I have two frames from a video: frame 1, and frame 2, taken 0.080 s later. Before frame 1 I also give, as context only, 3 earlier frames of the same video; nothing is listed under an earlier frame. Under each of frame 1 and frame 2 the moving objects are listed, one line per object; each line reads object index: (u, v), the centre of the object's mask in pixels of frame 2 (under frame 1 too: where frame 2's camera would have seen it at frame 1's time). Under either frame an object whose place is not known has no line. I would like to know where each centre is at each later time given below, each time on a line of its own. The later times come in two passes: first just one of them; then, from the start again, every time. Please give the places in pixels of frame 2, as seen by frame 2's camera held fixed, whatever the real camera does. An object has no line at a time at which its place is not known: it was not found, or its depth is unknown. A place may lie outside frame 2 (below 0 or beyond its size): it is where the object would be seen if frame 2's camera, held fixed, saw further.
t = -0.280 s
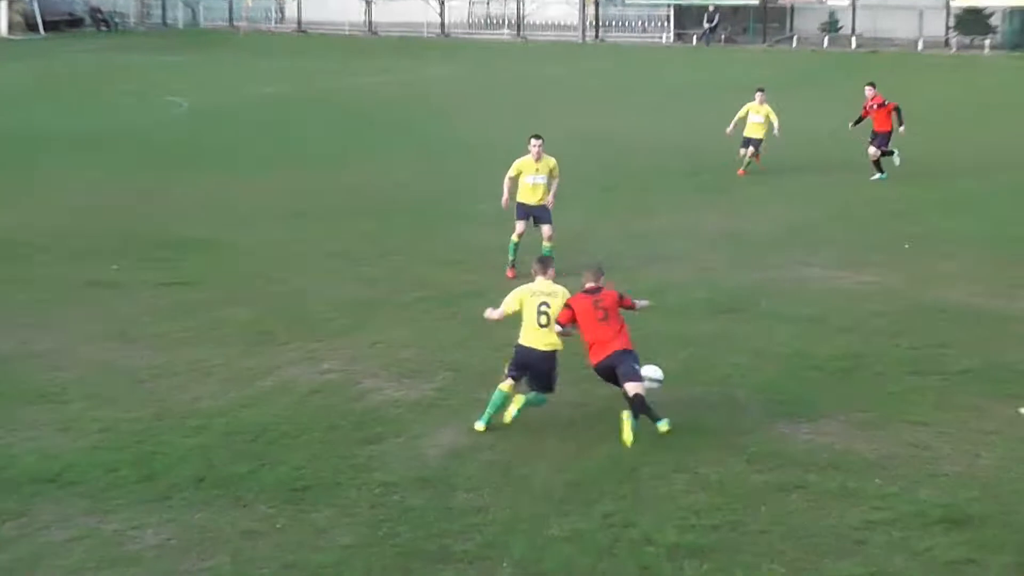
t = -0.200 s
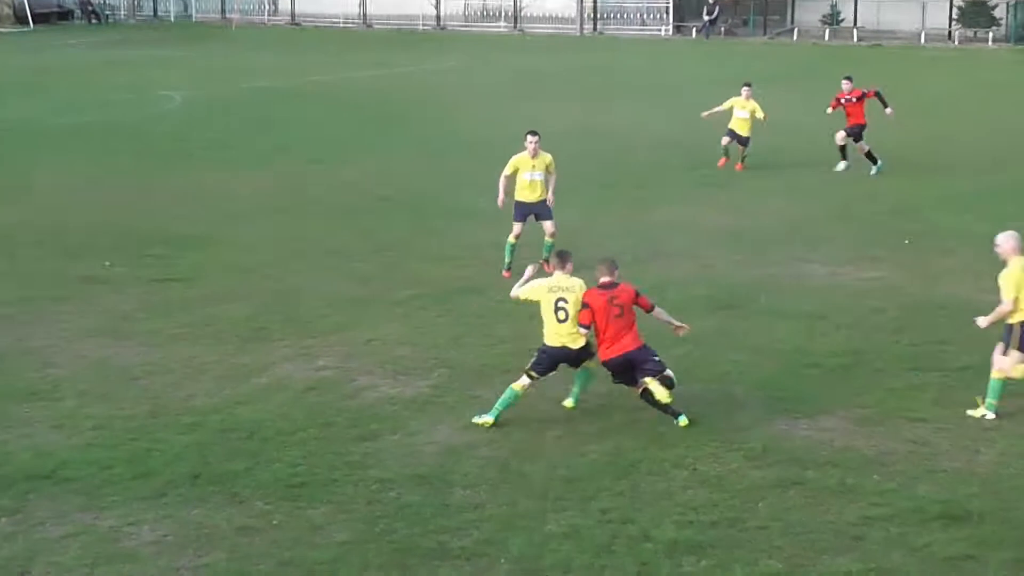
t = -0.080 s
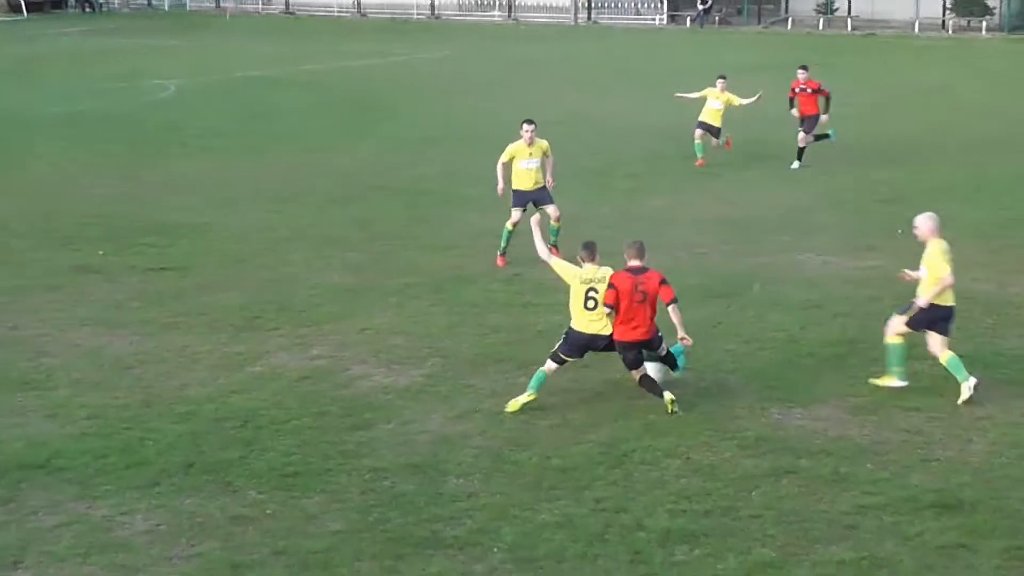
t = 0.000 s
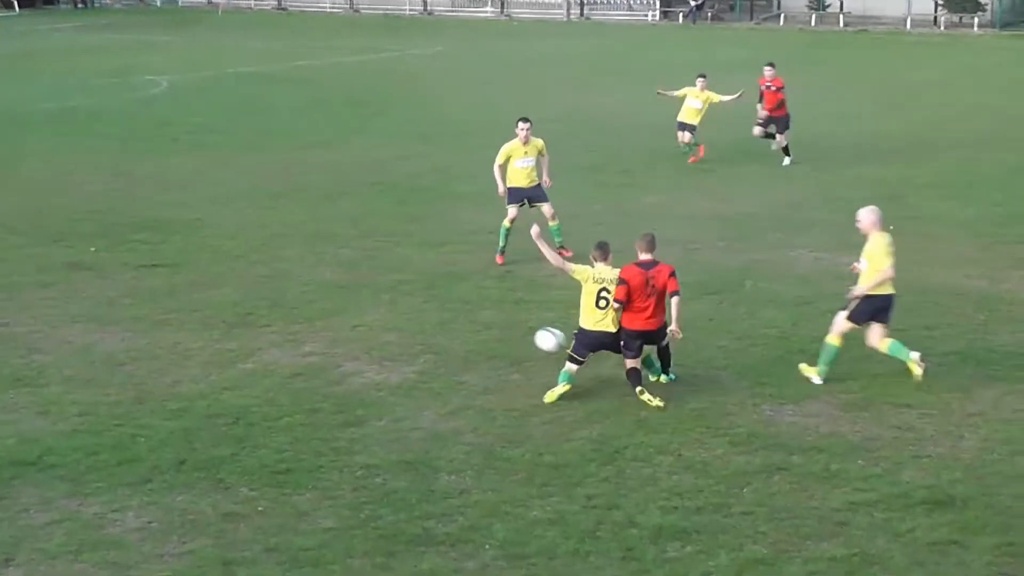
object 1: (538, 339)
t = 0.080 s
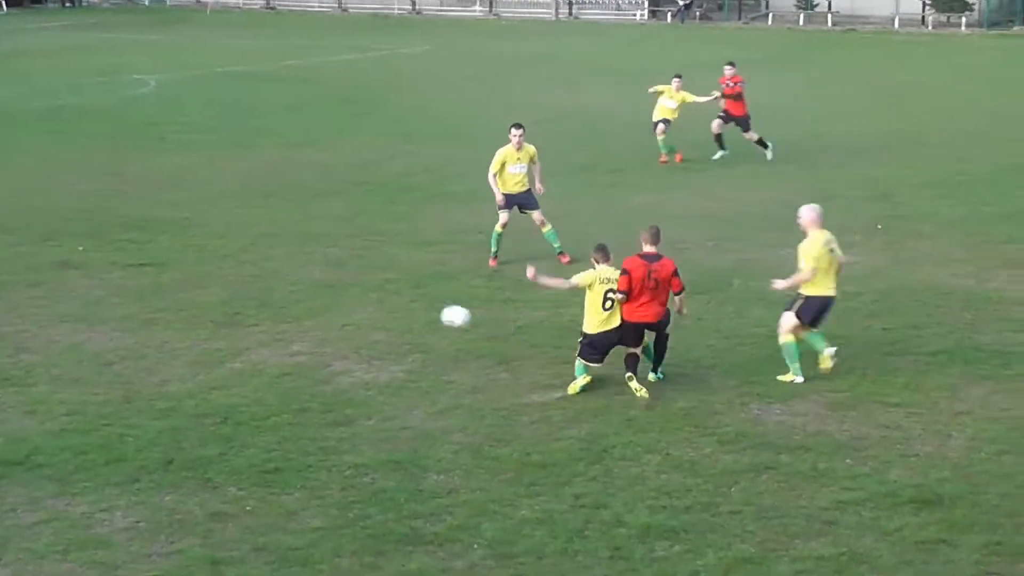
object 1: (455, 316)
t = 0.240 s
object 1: (308, 299)
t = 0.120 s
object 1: (416, 308)
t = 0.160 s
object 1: (379, 303)
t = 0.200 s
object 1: (342, 301)
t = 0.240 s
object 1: (308, 299)
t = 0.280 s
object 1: (274, 300)
